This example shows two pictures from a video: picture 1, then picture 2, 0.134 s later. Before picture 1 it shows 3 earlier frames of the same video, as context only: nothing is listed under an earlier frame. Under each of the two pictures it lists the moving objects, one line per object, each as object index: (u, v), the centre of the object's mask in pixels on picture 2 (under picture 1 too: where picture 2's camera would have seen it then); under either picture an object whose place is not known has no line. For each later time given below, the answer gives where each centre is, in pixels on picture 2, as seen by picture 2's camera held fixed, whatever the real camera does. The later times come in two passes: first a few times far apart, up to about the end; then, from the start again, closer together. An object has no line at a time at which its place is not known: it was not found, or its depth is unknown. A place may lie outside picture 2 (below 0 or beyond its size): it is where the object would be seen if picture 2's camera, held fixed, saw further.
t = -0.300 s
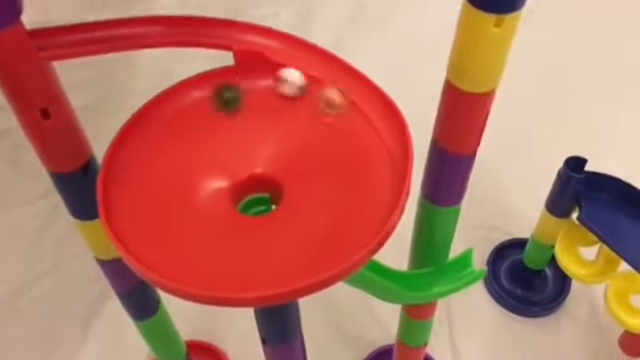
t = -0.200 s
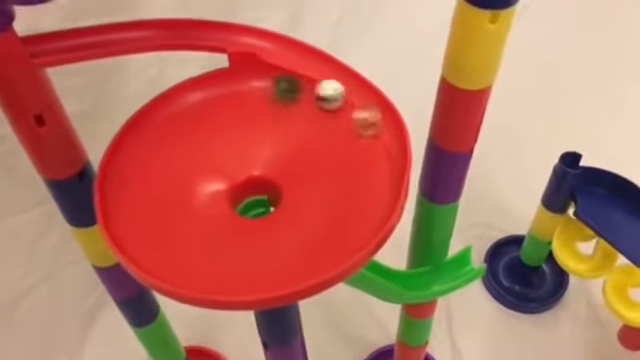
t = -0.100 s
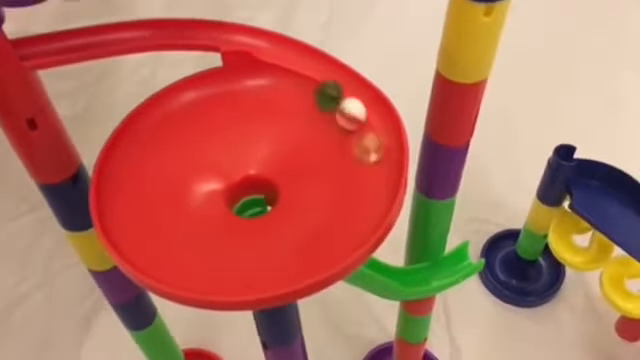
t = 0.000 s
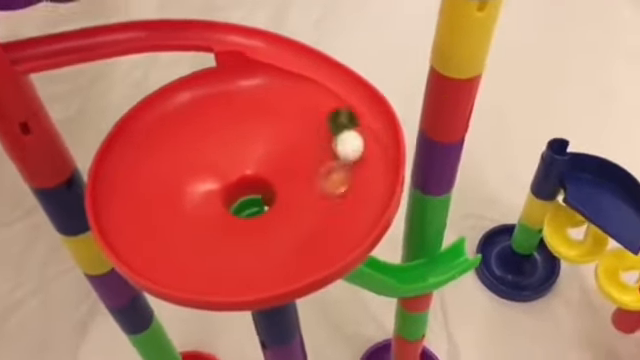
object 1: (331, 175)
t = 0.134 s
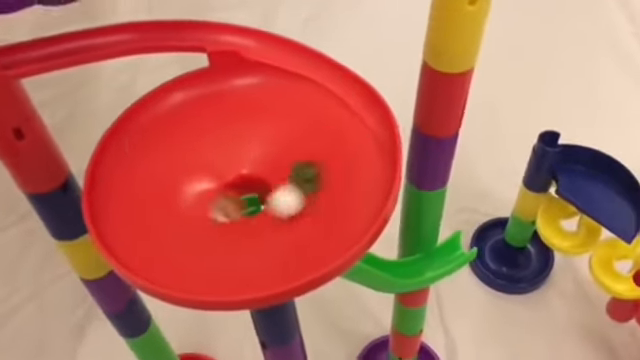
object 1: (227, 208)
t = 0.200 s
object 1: (172, 183)
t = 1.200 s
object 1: (251, 90)
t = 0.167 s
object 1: (200, 194)
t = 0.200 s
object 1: (172, 183)
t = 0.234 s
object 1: (153, 165)
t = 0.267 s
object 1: (140, 150)
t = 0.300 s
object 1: (130, 133)
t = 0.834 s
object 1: (235, 228)
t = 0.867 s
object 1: (218, 224)
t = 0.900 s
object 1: (204, 208)
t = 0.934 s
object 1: (197, 194)
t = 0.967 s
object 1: (195, 179)
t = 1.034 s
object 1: (202, 143)
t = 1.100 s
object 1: (221, 112)
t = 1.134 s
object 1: (232, 102)
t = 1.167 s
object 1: (242, 94)
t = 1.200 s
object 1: (251, 90)
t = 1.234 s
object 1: (261, 88)
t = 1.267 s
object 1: (270, 87)
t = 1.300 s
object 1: (276, 89)
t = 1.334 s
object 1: (281, 93)
